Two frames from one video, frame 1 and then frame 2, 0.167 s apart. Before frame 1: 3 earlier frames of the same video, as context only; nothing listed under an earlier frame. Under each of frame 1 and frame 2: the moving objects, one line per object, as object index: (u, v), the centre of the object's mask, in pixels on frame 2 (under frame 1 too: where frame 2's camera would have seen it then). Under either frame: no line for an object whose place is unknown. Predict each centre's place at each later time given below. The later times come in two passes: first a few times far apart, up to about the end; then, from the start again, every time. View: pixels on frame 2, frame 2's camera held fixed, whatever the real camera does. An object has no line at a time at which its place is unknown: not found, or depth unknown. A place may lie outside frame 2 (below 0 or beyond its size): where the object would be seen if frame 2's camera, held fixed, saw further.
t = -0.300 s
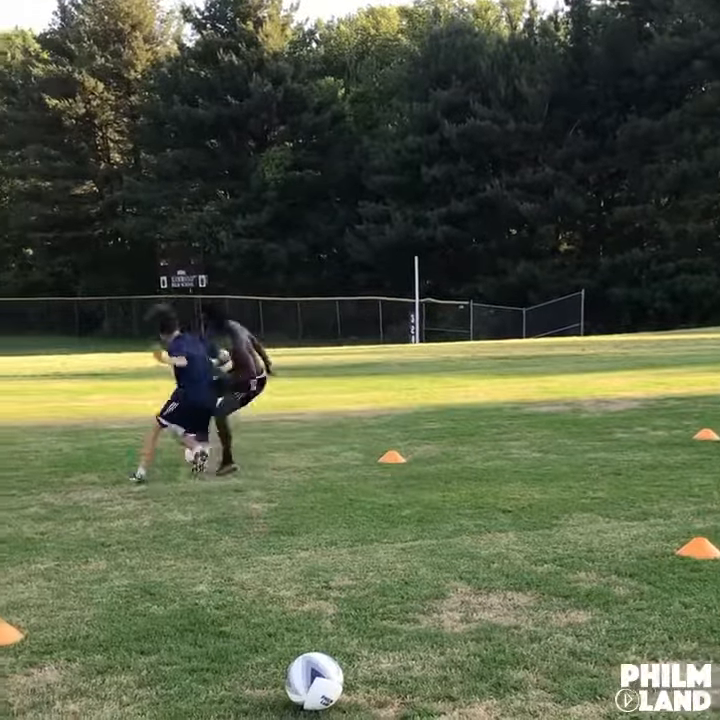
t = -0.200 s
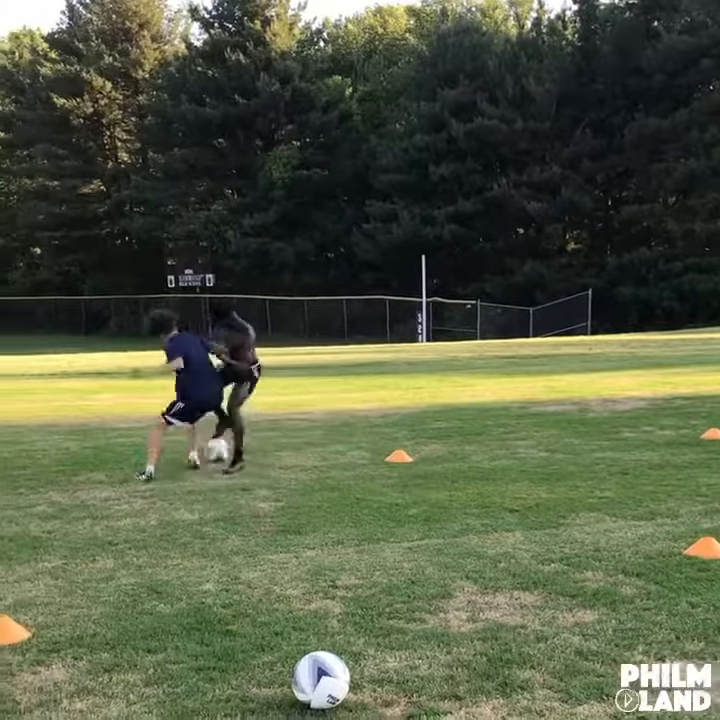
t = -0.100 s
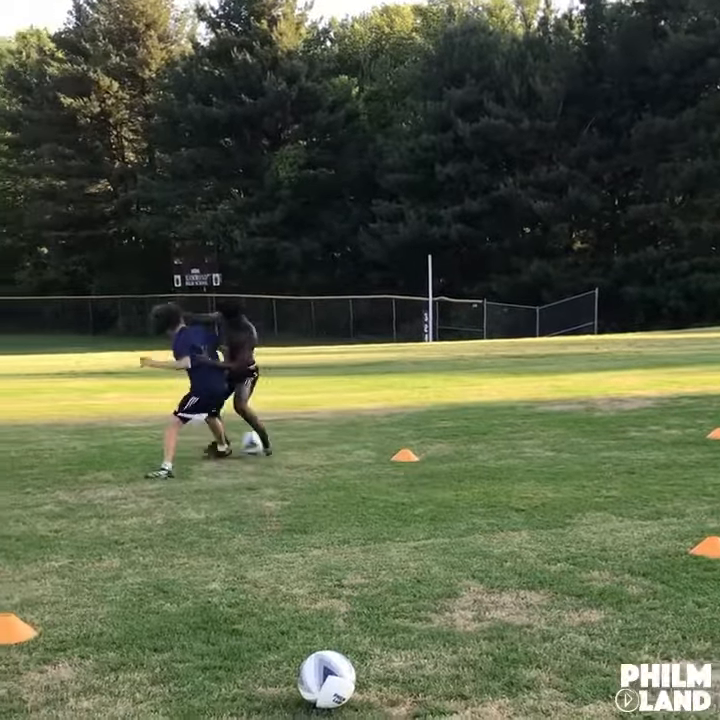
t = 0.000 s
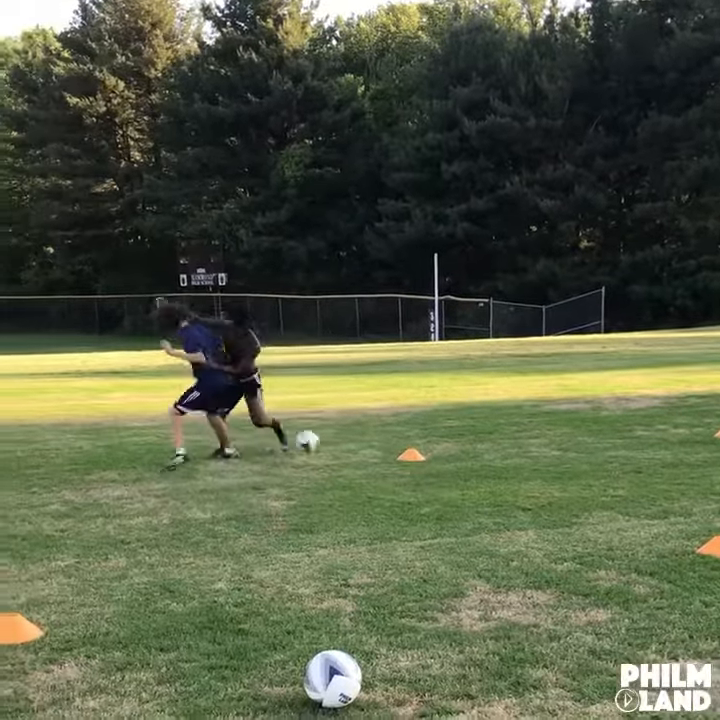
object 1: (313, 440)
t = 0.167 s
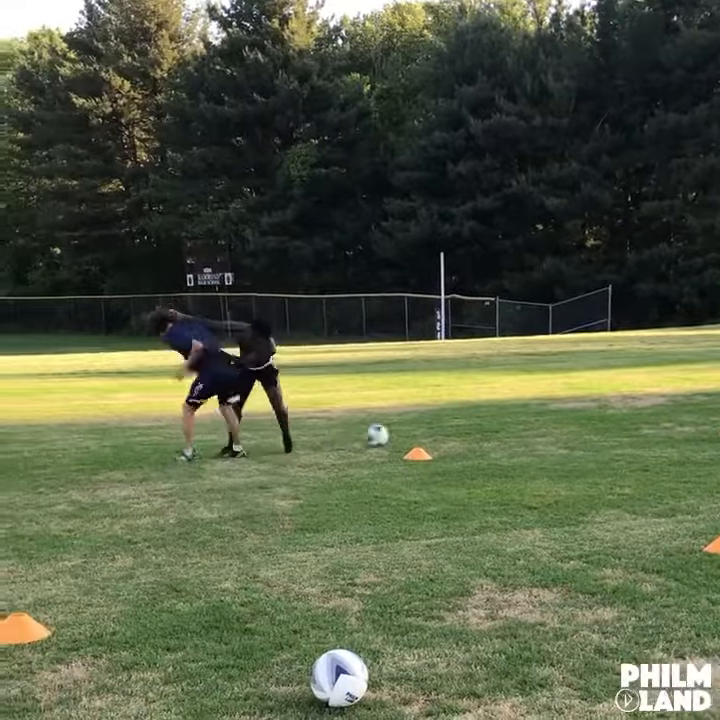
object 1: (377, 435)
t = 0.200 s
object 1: (387, 433)
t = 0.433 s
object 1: (446, 427)
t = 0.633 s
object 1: (489, 423)
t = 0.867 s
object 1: (535, 418)
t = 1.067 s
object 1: (572, 415)
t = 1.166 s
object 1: (589, 412)
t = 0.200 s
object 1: (387, 433)
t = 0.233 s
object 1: (396, 431)
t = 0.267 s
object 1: (404, 430)
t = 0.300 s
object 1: (414, 430)
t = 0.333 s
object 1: (424, 431)
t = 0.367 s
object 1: (431, 430)
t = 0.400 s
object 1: (439, 428)
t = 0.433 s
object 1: (446, 427)
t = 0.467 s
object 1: (453, 427)
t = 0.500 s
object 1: (461, 427)
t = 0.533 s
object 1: (468, 427)
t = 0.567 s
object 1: (475, 426)
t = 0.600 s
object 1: (482, 425)
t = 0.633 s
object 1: (489, 423)
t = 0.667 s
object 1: (495, 422)
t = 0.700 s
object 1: (502, 421)
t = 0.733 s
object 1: (509, 421)
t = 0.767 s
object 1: (516, 420)
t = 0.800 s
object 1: (523, 420)
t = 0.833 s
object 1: (529, 419)
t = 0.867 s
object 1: (535, 418)
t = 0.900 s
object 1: (542, 418)
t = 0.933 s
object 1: (547, 417)
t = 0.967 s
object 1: (554, 416)
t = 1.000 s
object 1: (560, 416)
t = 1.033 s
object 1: (566, 415)
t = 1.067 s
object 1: (572, 415)
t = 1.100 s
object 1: (578, 414)
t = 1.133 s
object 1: (584, 413)
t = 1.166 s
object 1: (589, 412)
